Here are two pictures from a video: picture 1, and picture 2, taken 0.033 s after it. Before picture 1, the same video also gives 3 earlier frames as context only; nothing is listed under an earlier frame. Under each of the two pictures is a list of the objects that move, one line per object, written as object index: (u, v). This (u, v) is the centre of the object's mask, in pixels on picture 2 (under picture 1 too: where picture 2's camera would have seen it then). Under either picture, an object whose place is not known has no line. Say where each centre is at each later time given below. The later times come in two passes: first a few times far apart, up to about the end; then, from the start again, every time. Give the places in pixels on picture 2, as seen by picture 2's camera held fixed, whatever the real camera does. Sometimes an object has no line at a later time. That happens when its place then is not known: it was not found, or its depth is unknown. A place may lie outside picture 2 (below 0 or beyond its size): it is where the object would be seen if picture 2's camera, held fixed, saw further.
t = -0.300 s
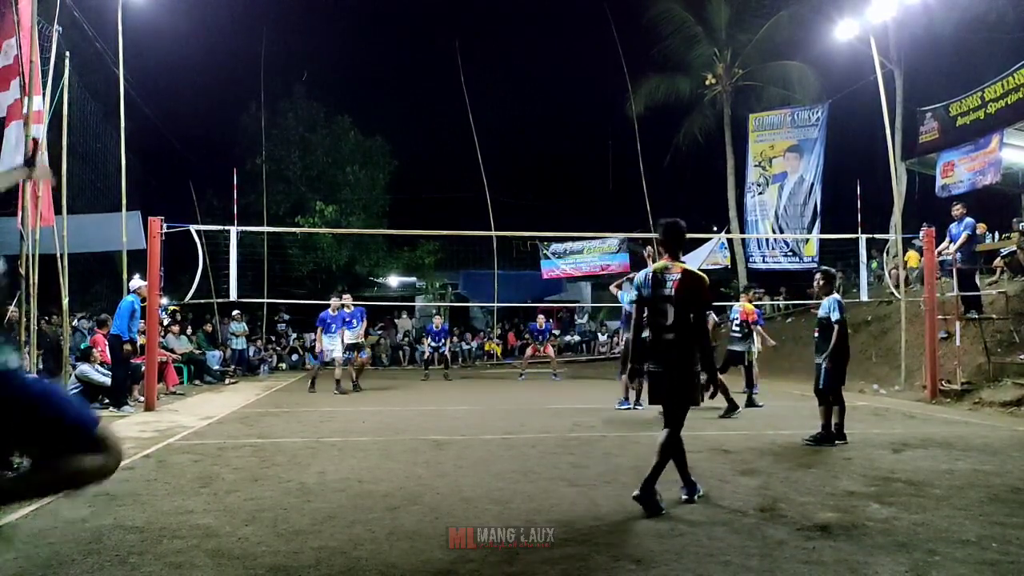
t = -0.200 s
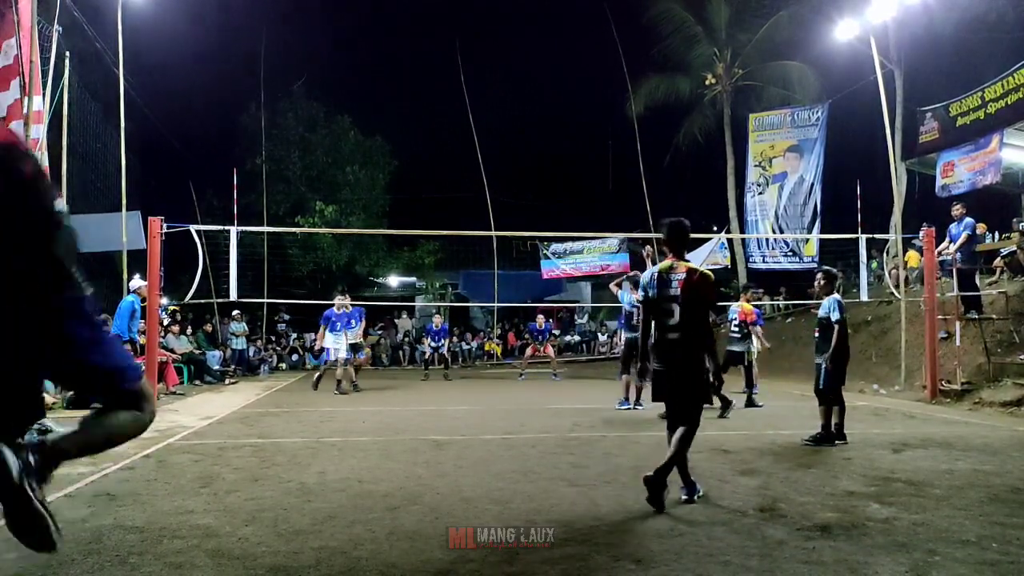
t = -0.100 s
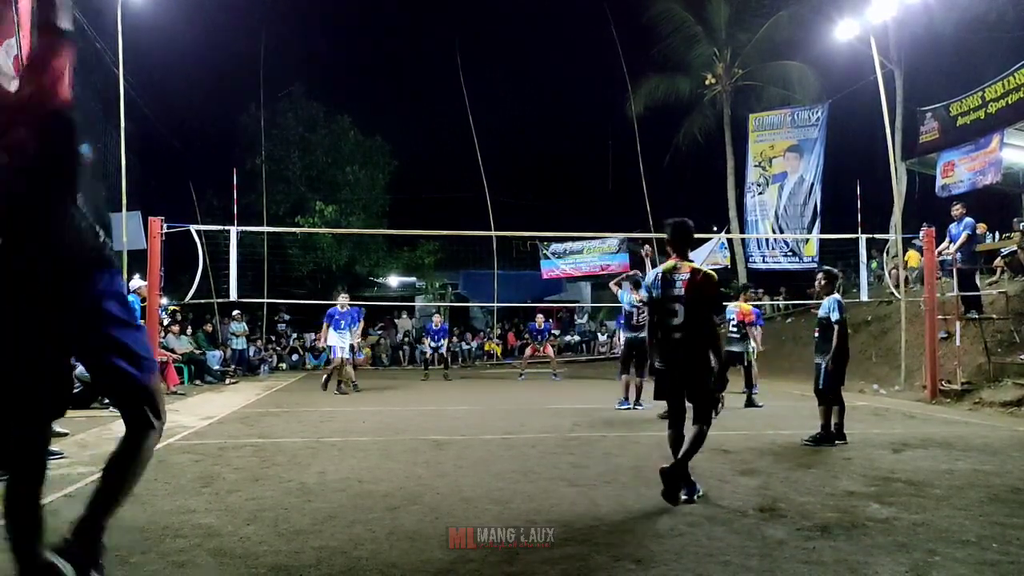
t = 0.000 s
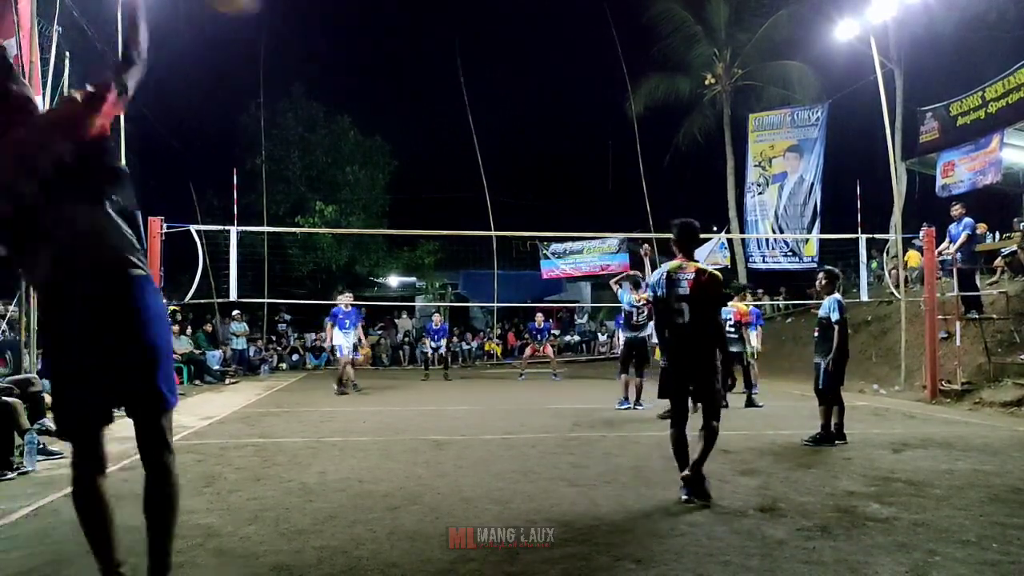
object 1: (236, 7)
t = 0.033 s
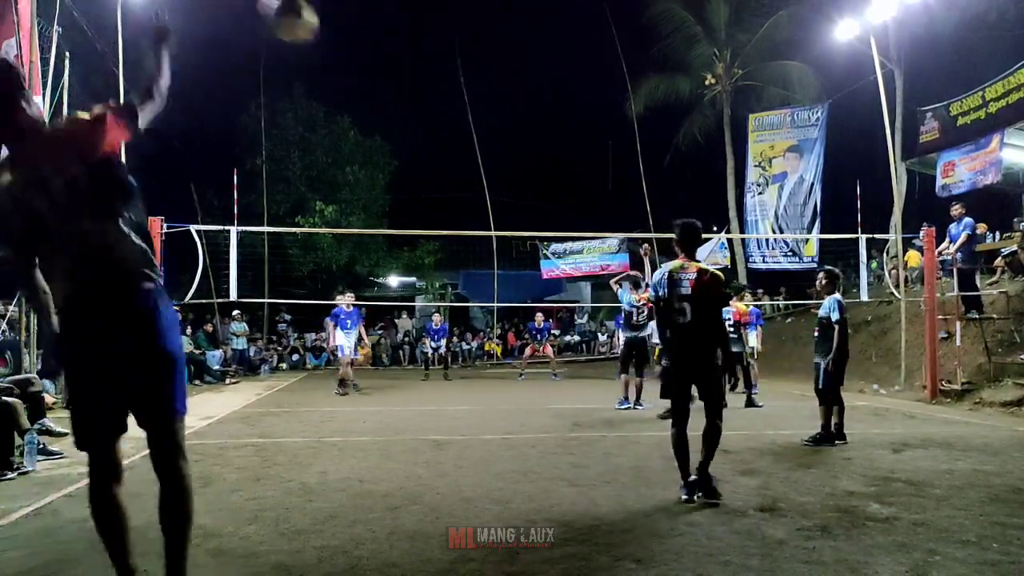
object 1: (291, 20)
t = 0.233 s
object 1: (457, 135)
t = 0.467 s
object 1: (519, 224)
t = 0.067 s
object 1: (335, 43)
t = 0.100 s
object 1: (370, 65)
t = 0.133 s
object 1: (399, 84)
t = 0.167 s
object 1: (423, 102)
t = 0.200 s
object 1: (442, 119)
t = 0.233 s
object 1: (457, 135)
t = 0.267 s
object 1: (471, 150)
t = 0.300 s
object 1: (482, 163)
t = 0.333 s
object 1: (492, 176)
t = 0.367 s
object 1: (500, 189)
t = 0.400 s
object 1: (507, 201)
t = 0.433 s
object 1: (513, 213)
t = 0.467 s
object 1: (519, 224)
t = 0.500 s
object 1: (524, 235)
